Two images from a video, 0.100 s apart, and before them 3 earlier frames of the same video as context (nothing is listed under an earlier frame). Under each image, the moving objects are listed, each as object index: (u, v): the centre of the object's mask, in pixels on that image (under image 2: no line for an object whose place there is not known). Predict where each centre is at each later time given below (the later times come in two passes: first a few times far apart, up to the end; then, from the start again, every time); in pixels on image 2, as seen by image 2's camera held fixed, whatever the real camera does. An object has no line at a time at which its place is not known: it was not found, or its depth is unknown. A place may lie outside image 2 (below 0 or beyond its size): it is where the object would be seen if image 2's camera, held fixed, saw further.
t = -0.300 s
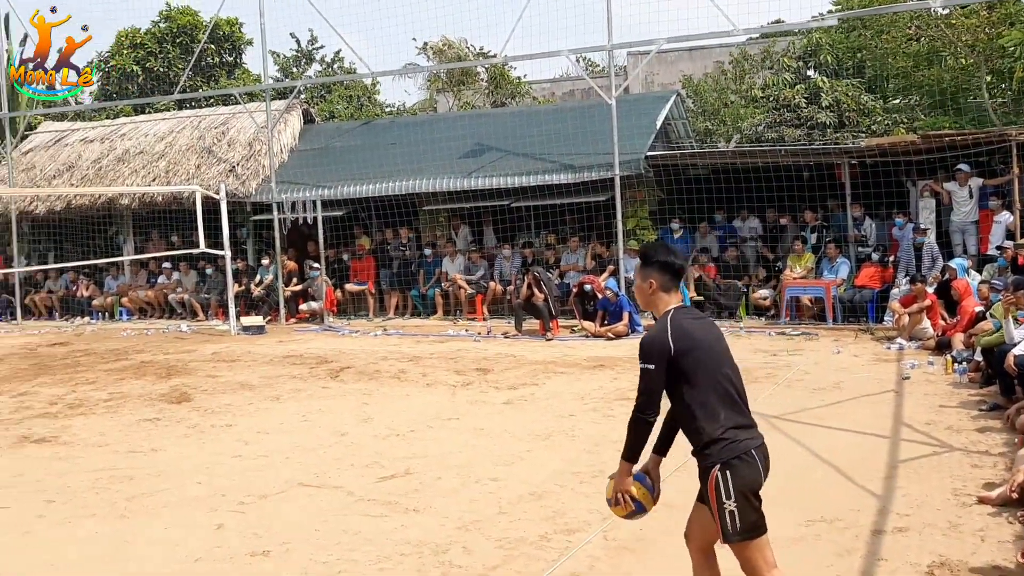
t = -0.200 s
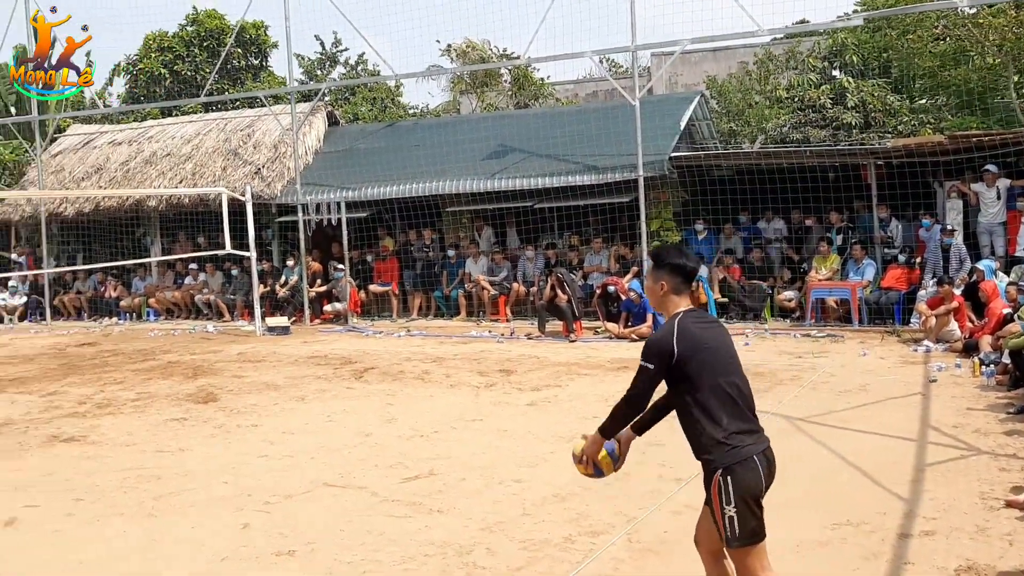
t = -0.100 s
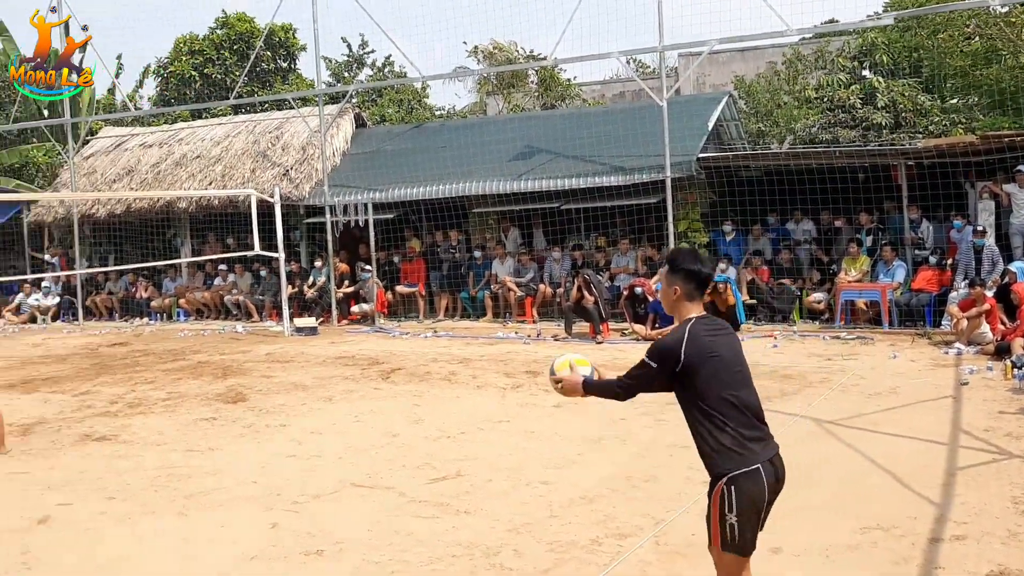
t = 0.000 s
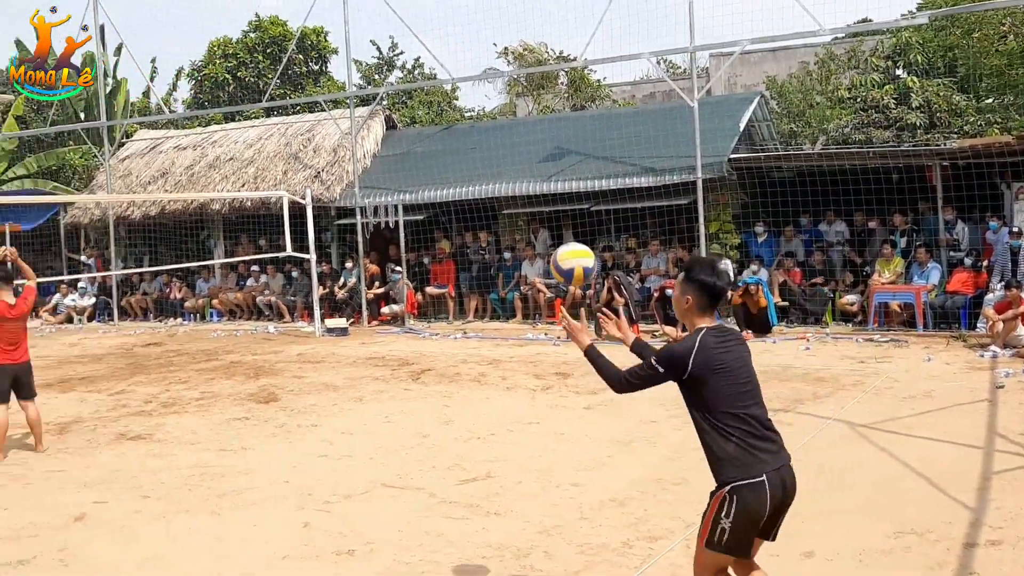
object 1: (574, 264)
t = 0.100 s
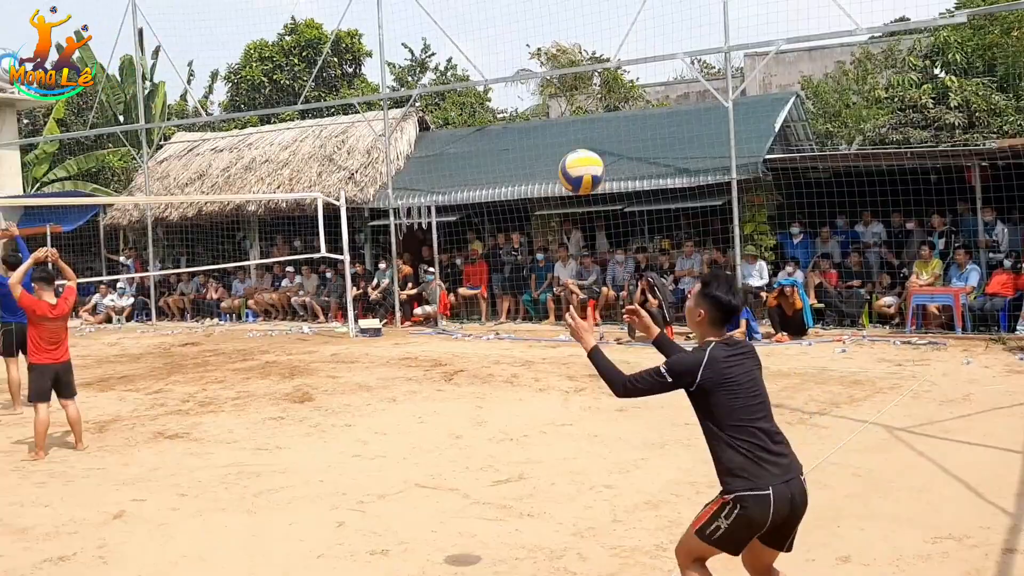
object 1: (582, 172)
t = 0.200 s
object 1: (558, 98)
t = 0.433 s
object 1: (508, 12)
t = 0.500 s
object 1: (494, 9)
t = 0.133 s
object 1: (573, 145)
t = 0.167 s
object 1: (566, 121)
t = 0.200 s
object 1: (558, 98)
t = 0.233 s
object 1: (551, 78)
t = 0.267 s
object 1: (543, 61)
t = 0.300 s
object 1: (536, 46)
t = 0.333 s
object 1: (529, 32)
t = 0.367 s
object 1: (522, 22)
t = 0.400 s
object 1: (515, 15)
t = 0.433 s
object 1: (508, 12)
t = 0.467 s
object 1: (501, 10)
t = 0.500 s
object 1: (494, 9)
